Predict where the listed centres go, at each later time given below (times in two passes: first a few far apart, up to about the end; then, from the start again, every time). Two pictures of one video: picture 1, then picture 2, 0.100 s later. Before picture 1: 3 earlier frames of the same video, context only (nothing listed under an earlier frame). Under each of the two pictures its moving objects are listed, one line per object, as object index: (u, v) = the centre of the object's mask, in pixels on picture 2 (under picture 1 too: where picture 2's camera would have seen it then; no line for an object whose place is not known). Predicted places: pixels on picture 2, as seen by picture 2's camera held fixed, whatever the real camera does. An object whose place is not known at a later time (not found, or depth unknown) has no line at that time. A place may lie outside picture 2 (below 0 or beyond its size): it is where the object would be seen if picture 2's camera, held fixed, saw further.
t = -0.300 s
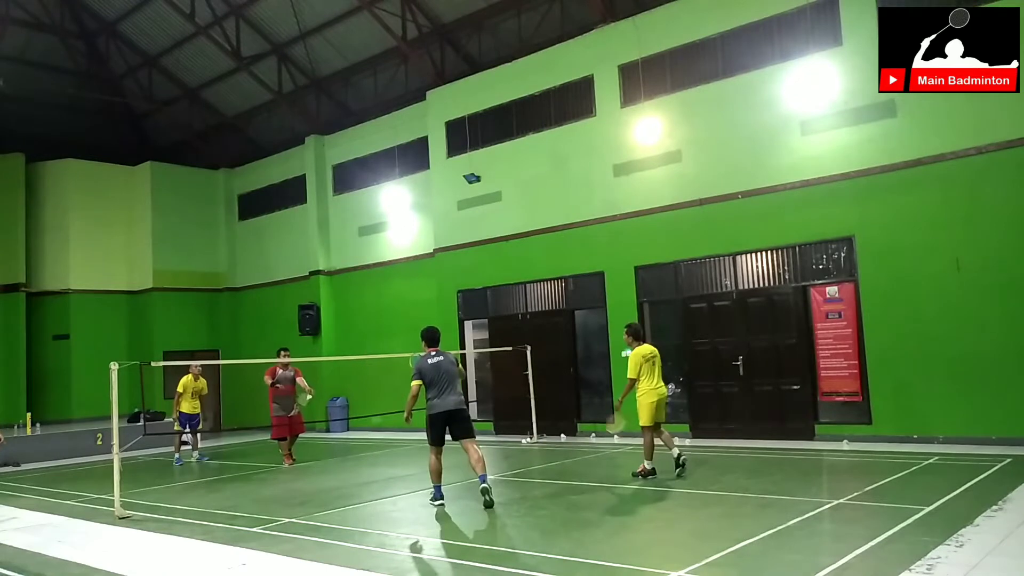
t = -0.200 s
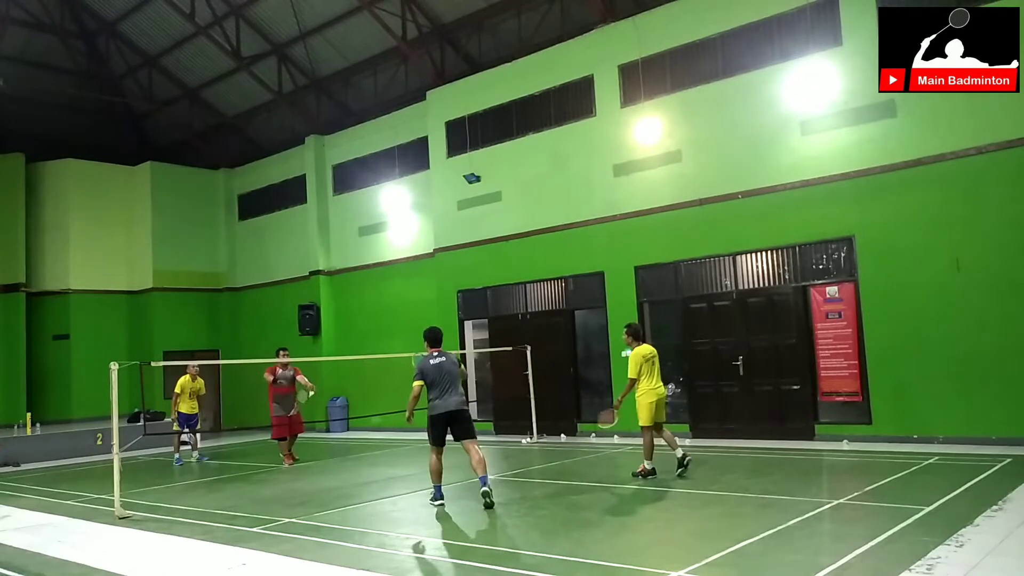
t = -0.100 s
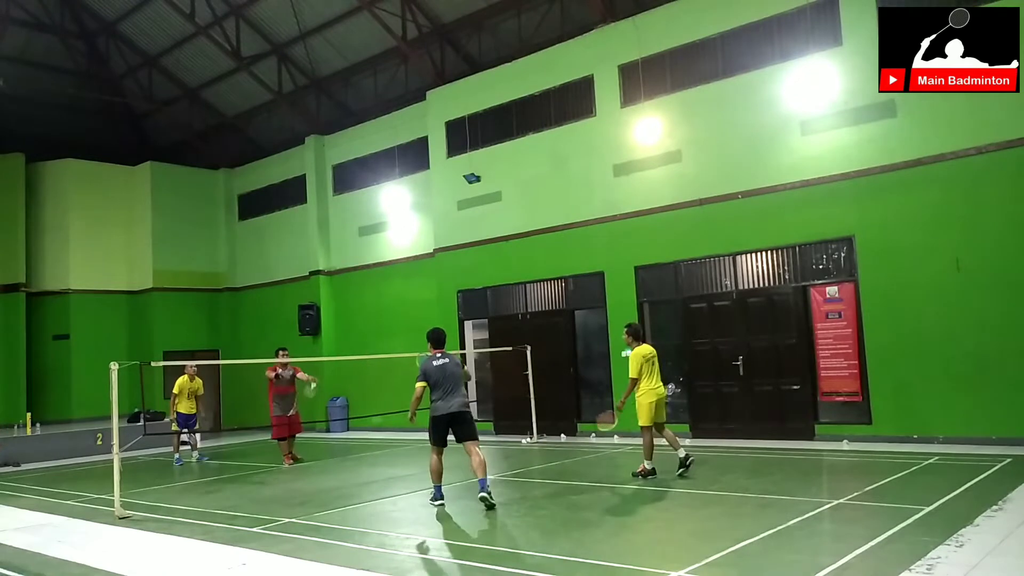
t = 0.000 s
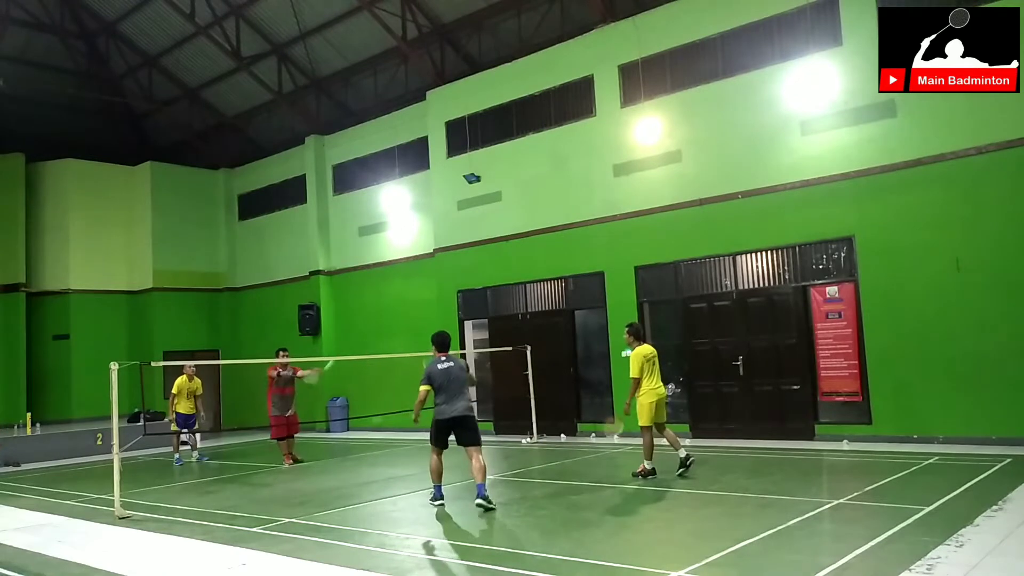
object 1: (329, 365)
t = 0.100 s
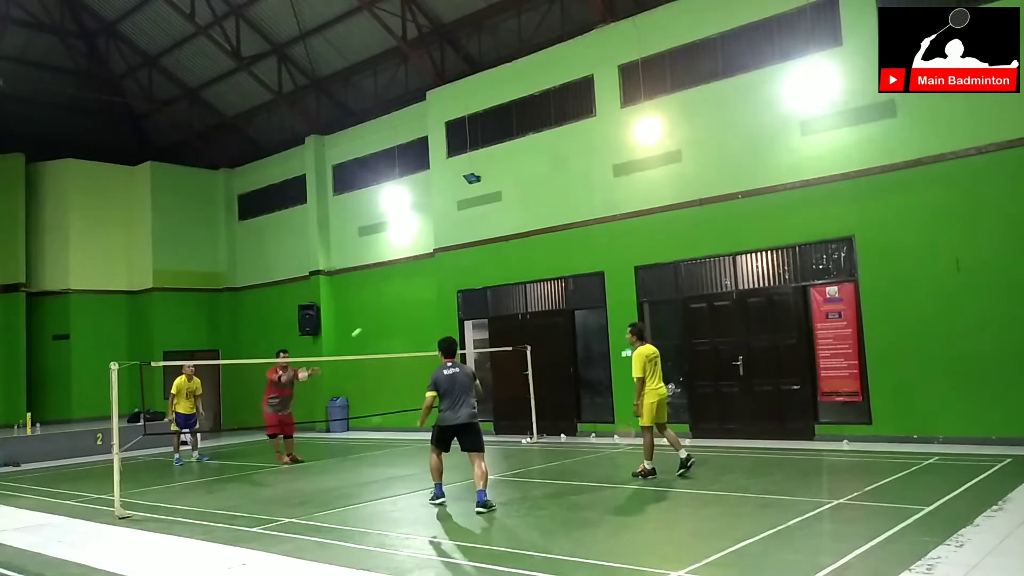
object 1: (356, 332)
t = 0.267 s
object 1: (388, 316)
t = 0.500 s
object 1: (430, 326)
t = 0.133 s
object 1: (363, 327)
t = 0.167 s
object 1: (369, 323)
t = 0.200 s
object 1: (375, 320)
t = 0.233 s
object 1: (381, 317)
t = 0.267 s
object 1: (388, 316)
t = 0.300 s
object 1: (394, 315)
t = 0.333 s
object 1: (400, 314)
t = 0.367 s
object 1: (406, 315)
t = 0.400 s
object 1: (414, 316)
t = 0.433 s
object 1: (419, 319)
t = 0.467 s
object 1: (425, 322)
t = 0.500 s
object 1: (430, 326)
